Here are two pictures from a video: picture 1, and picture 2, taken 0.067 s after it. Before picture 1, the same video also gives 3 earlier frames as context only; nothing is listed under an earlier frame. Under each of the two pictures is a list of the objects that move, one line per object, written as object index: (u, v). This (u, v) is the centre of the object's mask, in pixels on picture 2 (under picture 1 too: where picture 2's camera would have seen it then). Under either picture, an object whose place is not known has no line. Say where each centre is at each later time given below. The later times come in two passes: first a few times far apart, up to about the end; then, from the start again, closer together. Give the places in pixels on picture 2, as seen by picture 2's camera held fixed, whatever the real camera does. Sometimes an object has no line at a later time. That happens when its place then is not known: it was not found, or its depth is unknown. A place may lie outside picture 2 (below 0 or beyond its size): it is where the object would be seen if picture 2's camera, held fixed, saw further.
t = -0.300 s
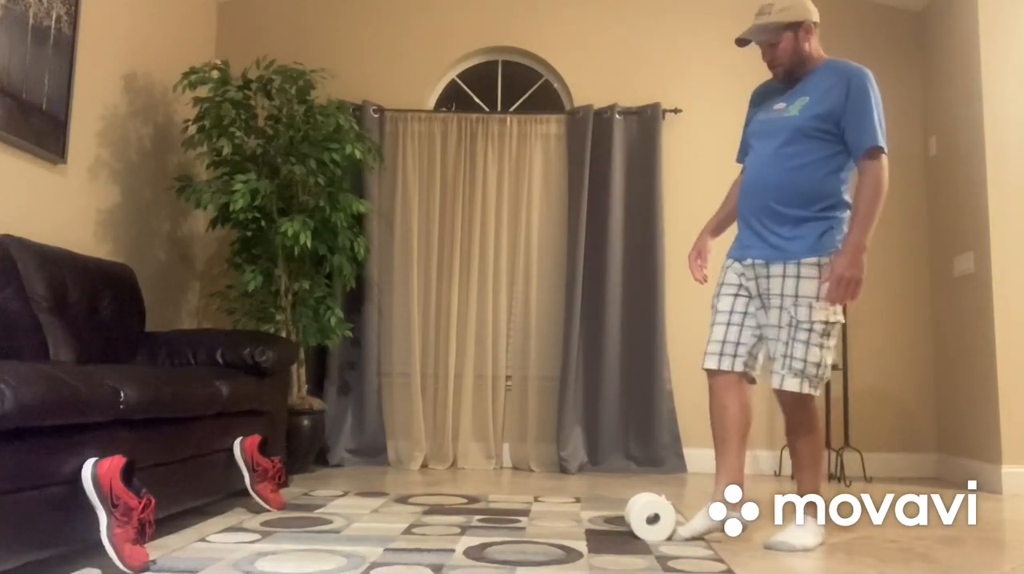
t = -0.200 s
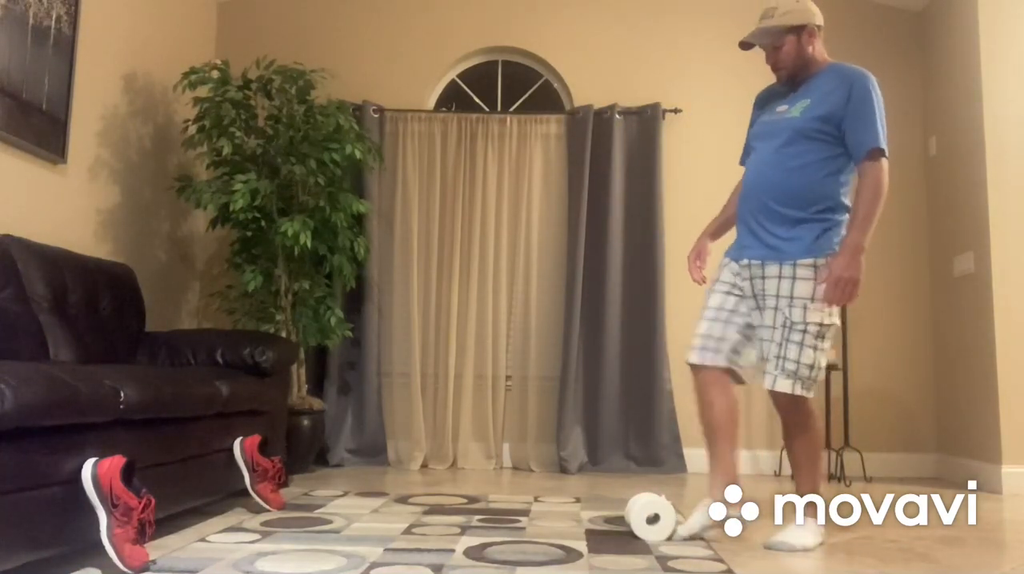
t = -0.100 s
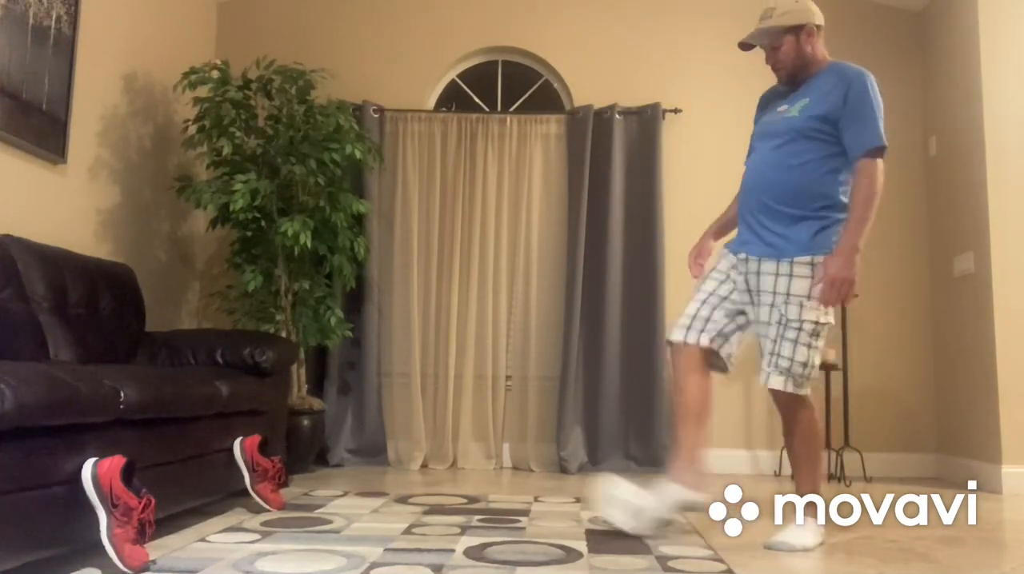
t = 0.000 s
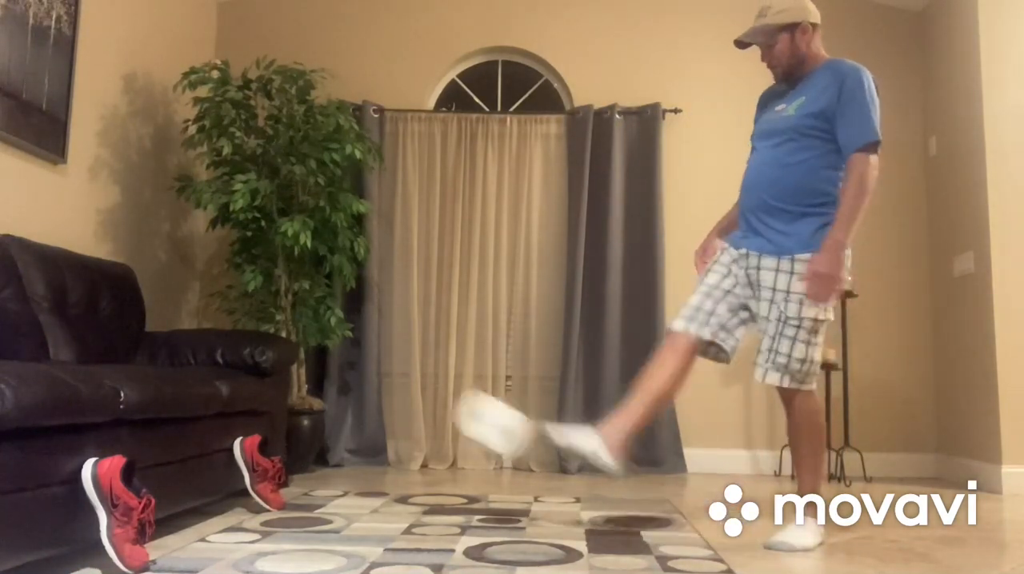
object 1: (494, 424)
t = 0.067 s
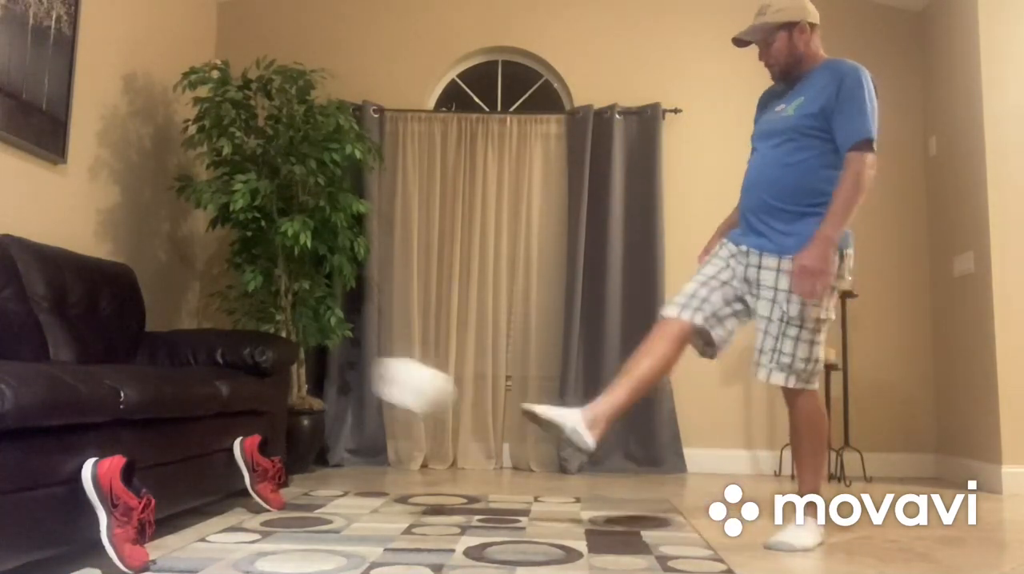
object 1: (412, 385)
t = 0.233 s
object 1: (213, 353)
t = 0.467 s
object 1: (46, 332)
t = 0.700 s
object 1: (105, 333)
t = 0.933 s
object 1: (141, 354)
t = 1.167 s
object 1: (137, 355)
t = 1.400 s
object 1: (139, 355)
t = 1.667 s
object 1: (138, 355)
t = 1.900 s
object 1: (138, 355)
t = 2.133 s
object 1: (138, 355)
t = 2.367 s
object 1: (138, 355)
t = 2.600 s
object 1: (139, 355)
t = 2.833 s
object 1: (138, 355)
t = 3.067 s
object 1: (138, 355)
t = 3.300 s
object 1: (138, 355)
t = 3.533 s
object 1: (138, 355)
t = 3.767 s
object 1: (138, 355)
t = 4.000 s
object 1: (138, 355)
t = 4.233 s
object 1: (138, 355)
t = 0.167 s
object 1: (292, 355)
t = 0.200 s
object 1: (252, 352)
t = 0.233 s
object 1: (213, 353)
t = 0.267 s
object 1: (178, 352)
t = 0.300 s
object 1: (147, 350)
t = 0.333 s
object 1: (120, 342)
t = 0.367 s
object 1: (96, 343)
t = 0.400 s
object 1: (72, 342)
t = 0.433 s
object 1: (49, 339)
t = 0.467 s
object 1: (46, 332)
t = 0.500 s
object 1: (54, 324)
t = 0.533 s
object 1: (64, 317)
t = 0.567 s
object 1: (74, 312)
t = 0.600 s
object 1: (81, 314)
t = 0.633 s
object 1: (89, 317)
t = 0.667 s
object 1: (97, 323)
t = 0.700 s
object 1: (105, 333)
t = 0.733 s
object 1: (112, 343)
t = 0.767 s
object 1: (118, 350)
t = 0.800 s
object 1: (126, 356)
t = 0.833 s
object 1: (130, 355)
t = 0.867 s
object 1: (136, 353)
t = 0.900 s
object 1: (139, 353)
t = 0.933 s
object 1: (141, 354)
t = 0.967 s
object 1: (142, 354)
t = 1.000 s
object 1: (141, 354)
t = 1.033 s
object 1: (140, 354)
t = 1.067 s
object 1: (139, 354)
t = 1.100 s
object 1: (138, 354)
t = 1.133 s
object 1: (137, 355)
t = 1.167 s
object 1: (137, 355)
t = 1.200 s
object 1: (137, 355)
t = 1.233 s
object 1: (137, 355)
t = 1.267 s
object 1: (138, 355)
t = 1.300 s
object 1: (138, 355)
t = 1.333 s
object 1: (139, 355)
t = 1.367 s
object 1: (139, 355)
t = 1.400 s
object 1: (139, 355)
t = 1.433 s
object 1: (138, 355)
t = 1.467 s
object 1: (138, 355)
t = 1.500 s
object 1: (138, 355)
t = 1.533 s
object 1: (139, 355)
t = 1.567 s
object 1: (138, 355)
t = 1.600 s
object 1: (139, 355)
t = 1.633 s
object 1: (138, 355)
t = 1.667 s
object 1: (138, 355)
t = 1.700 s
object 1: (139, 355)
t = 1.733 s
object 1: (138, 355)
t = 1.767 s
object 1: (138, 355)
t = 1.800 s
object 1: (138, 355)
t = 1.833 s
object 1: (138, 355)
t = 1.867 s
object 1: (138, 355)
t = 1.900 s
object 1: (138, 355)
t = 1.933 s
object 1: (138, 355)
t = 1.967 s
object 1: (138, 355)
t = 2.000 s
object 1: (138, 355)
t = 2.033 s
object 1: (138, 355)
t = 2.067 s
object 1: (138, 355)
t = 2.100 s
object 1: (138, 355)
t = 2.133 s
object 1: (138, 355)
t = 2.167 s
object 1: (138, 355)
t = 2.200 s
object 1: (139, 355)
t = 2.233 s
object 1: (139, 355)
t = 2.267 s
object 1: (138, 355)
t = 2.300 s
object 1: (138, 355)
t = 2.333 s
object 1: (138, 355)
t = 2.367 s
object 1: (138, 355)
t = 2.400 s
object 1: (138, 355)
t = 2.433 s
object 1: (139, 355)
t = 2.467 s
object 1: (138, 355)
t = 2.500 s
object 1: (138, 355)
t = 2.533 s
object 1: (139, 355)
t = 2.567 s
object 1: (139, 355)
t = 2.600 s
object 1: (139, 355)
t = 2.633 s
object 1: (138, 355)
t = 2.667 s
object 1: (139, 355)
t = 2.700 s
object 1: (138, 355)
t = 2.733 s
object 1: (138, 355)
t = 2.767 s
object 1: (138, 355)
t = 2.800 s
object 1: (139, 355)
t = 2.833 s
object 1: (138, 355)
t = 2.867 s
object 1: (138, 355)
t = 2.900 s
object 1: (138, 355)
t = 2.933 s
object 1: (138, 355)
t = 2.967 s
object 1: (138, 355)
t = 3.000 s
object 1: (138, 355)
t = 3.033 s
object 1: (139, 355)
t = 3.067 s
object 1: (138, 355)
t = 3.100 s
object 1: (138, 355)
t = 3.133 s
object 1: (139, 355)
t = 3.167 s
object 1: (139, 355)
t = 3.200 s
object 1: (138, 355)
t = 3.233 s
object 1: (139, 355)
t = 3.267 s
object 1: (139, 355)
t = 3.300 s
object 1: (138, 355)
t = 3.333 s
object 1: (138, 355)
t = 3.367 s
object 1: (138, 355)
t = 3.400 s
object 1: (138, 355)
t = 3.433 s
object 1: (138, 355)
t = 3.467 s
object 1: (138, 355)
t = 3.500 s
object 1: (138, 355)
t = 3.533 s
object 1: (138, 355)
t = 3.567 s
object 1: (138, 355)
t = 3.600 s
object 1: (138, 355)
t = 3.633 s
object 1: (138, 355)
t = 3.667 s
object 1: (138, 355)
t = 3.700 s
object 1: (138, 355)
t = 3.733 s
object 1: (138, 355)
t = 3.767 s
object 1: (138, 355)
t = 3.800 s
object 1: (138, 355)
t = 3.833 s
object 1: (138, 355)
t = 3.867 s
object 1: (138, 355)
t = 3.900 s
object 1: (138, 355)
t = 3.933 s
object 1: (138, 355)
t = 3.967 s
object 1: (138, 355)
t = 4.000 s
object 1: (138, 355)
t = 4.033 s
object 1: (138, 355)
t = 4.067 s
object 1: (138, 355)
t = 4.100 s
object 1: (138, 355)
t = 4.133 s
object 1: (138, 355)
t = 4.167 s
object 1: (138, 355)
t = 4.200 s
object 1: (138, 355)
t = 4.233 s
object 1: (138, 355)
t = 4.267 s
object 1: (138, 355)
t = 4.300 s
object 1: (138, 355)
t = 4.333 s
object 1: (138, 355)
